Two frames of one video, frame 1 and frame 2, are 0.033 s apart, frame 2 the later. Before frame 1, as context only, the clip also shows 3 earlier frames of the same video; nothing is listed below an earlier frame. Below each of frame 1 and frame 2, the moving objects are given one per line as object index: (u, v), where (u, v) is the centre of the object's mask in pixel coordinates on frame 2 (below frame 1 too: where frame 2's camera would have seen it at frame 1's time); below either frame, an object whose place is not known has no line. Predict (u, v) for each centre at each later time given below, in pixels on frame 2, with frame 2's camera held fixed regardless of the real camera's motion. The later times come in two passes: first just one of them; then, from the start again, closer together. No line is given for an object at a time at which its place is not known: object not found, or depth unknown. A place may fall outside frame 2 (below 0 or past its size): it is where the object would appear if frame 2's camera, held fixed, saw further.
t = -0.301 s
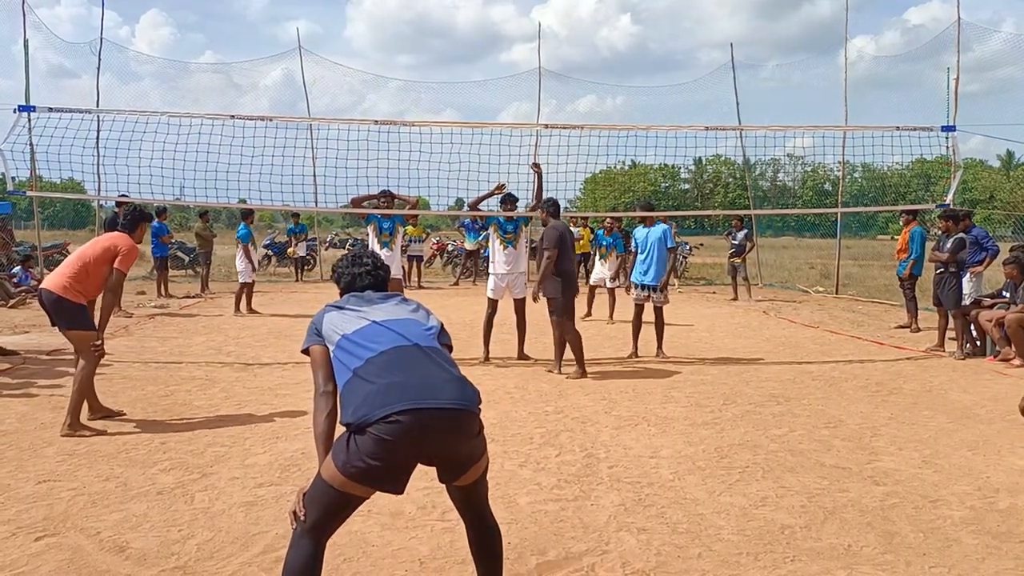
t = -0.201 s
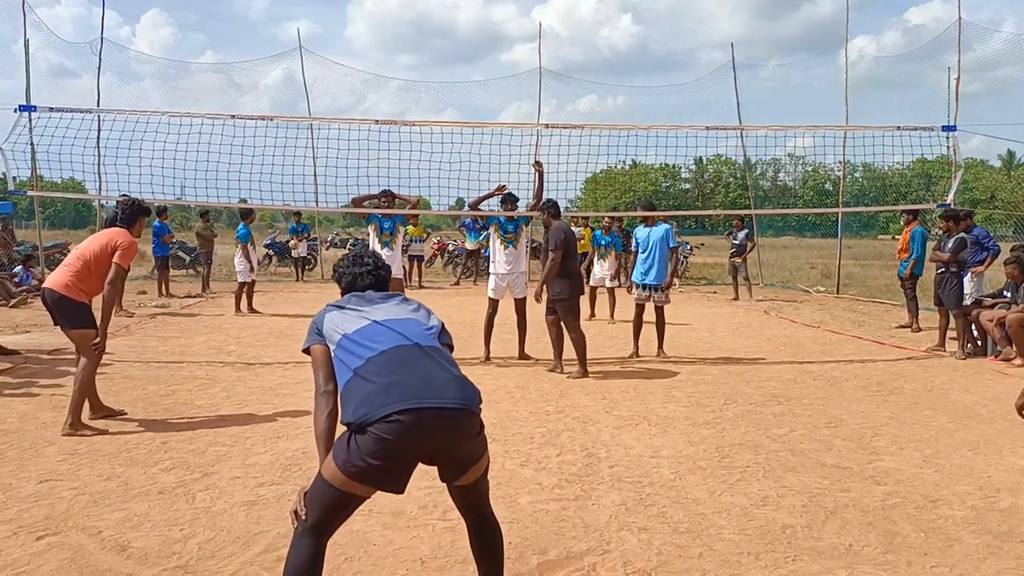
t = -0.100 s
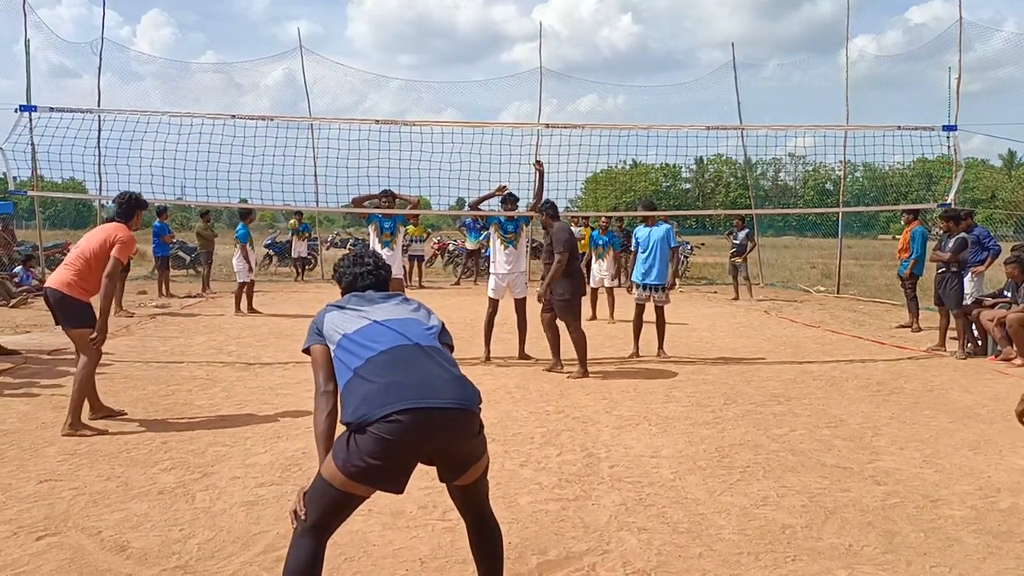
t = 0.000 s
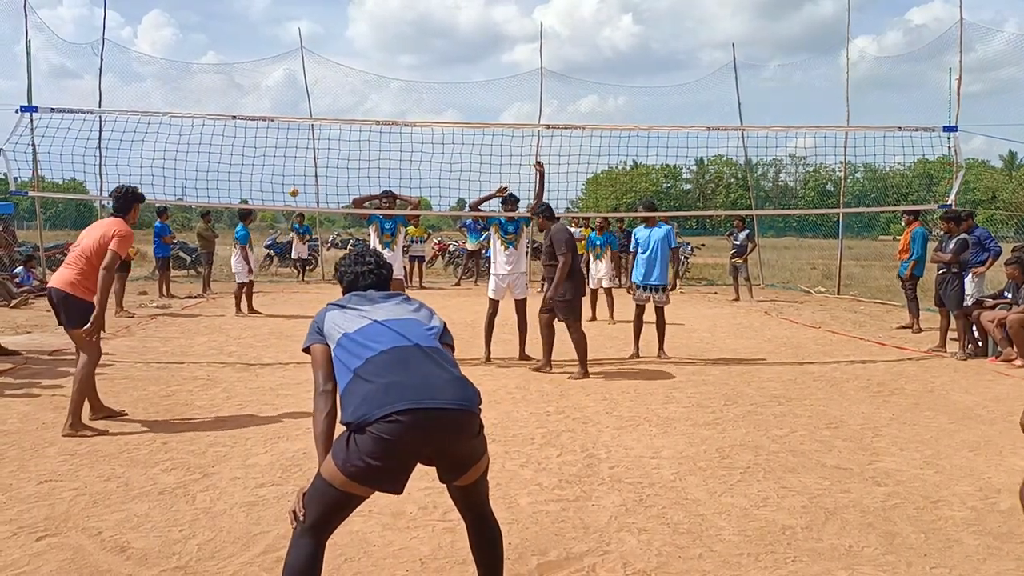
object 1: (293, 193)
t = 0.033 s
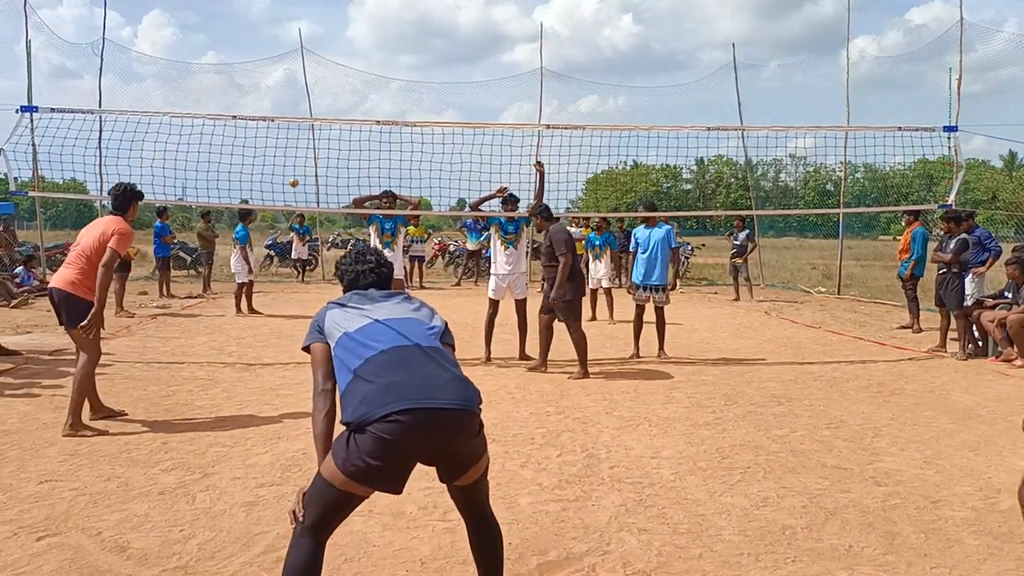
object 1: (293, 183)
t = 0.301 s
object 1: (293, 116)
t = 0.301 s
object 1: (293, 116)
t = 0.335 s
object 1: (291, 113)
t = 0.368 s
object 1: (291, 109)
